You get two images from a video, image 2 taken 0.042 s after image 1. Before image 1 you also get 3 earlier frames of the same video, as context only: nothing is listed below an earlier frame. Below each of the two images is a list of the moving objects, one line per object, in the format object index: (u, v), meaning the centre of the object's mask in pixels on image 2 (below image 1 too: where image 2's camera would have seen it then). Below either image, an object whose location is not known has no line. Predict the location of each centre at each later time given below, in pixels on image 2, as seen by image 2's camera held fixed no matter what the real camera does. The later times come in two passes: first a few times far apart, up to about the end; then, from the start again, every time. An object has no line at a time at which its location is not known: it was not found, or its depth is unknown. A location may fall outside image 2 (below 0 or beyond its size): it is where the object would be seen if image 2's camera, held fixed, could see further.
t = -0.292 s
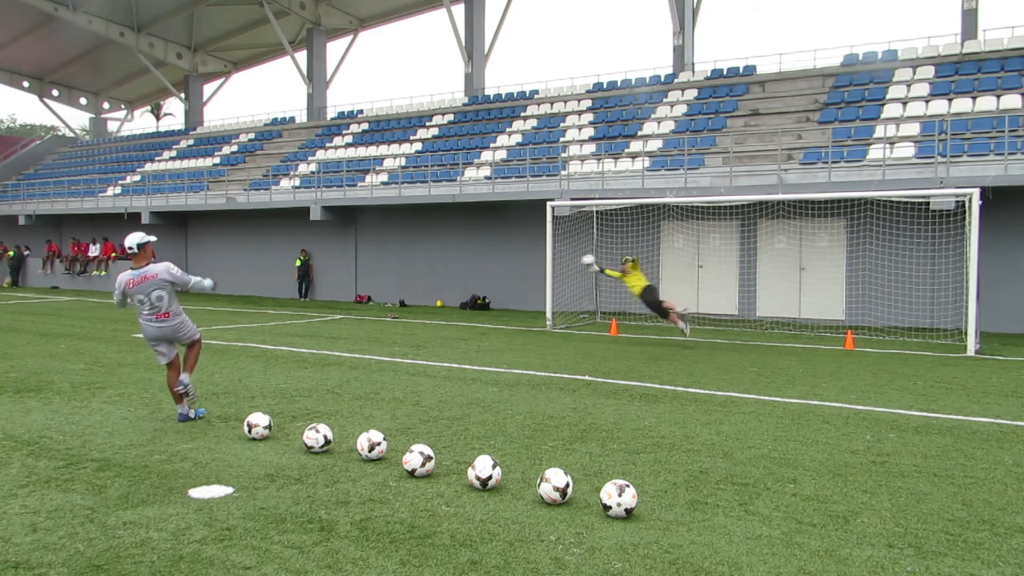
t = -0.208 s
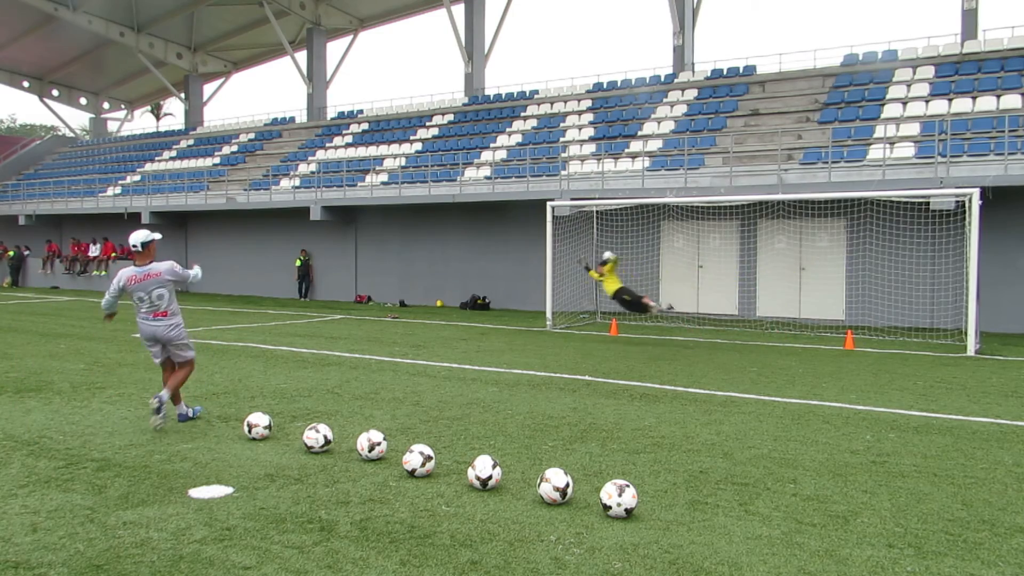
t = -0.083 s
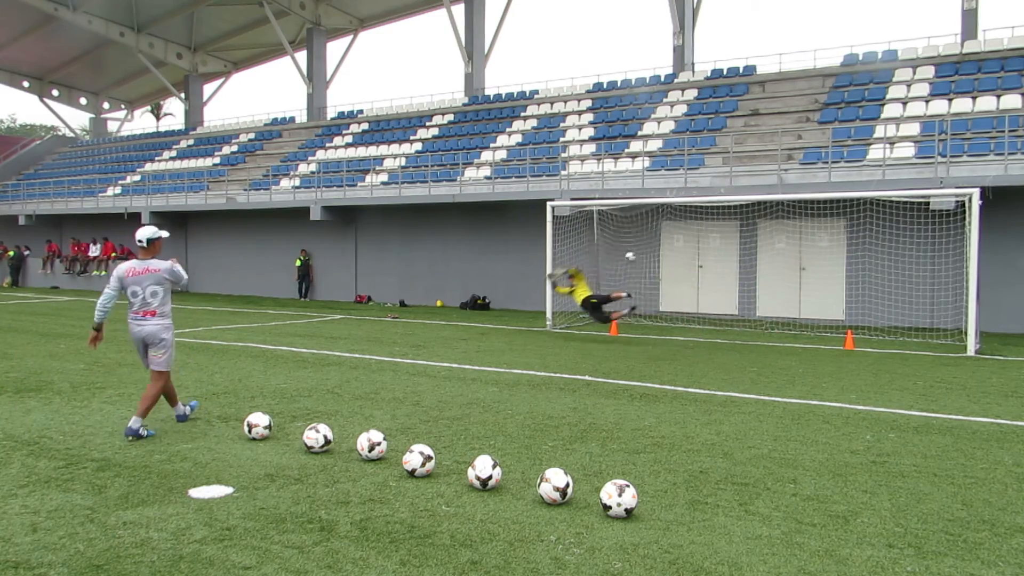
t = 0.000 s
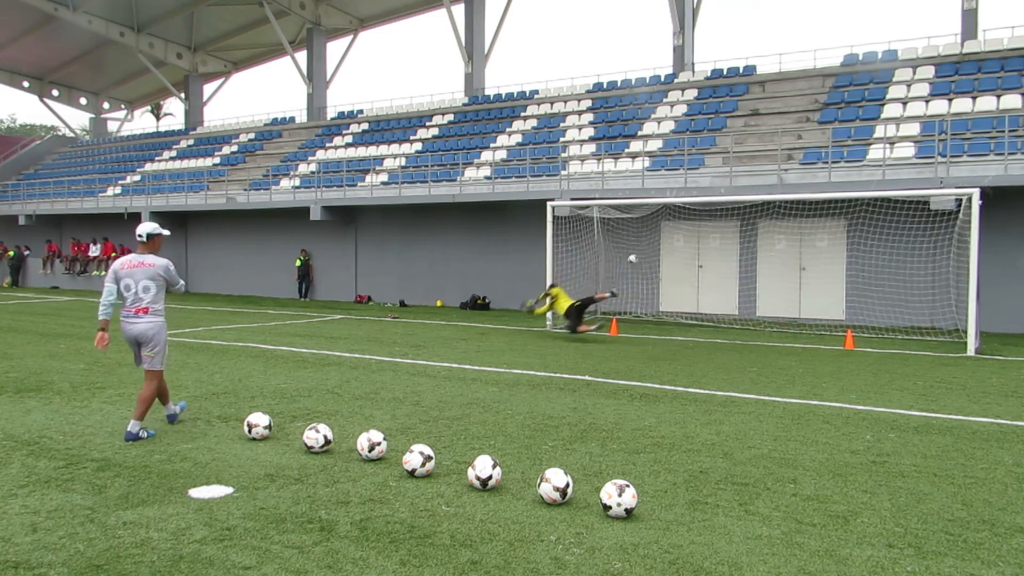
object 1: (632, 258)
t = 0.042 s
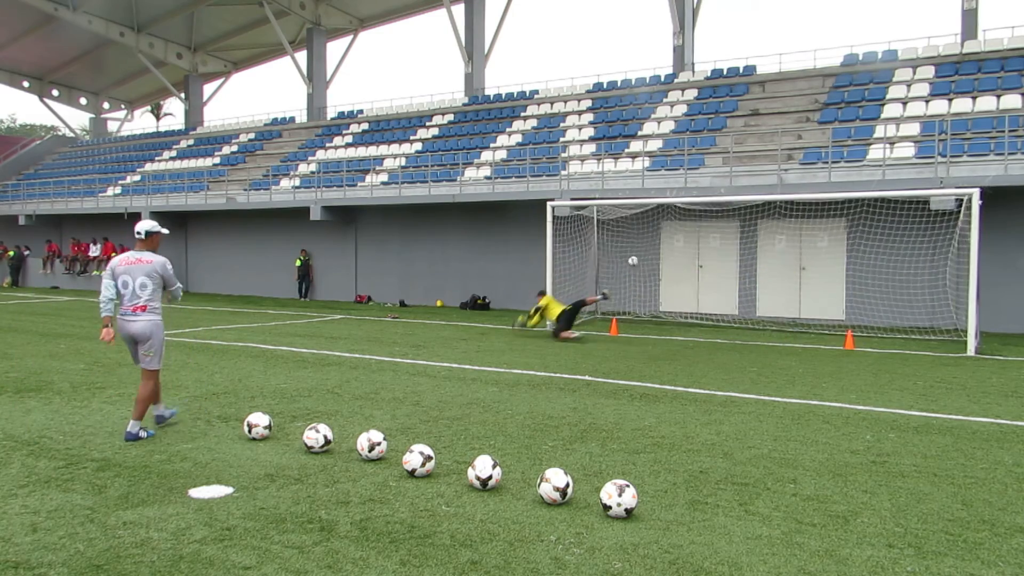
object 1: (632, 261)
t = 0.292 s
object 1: (638, 290)
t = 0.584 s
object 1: (644, 305)
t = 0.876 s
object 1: (650, 292)
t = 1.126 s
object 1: (656, 316)
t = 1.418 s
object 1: (665, 320)
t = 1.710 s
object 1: (677, 335)
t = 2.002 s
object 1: (690, 336)
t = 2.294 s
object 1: (703, 348)
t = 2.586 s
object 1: (720, 359)
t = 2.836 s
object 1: (735, 364)
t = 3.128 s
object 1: (756, 370)
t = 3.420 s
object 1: (778, 377)
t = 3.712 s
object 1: (802, 384)
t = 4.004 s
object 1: (830, 391)
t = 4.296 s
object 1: (859, 398)
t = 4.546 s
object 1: (885, 404)
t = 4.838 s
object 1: (916, 411)
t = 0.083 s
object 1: (633, 263)
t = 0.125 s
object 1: (634, 267)
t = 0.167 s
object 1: (635, 271)
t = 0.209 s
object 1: (636, 277)
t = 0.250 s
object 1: (637, 283)
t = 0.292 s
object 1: (638, 290)
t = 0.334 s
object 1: (639, 299)
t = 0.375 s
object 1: (640, 307)
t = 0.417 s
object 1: (641, 317)
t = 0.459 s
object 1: (642, 323)
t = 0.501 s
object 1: (643, 317)
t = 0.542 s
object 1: (643, 310)
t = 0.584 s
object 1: (644, 305)
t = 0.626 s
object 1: (646, 300)
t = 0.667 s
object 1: (647, 297)
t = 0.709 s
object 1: (647, 294)
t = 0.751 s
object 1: (648, 292)
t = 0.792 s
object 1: (649, 291)
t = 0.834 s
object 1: (650, 291)
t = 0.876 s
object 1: (650, 292)
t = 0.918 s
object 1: (651, 293)
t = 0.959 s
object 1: (652, 296)
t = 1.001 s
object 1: (653, 299)
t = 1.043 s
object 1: (654, 303)
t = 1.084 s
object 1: (654, 309)
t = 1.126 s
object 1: (656, 316)
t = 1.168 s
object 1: (657, 323)
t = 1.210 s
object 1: (657, 332)
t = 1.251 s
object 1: (658, 332)
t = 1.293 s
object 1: (660, 328)
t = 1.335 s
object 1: (661, 325)
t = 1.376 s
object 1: (663, 322)
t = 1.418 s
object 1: (665, 320)
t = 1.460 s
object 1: (667, 319)
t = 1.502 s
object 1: (668, 319)
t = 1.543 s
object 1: (670, 320)
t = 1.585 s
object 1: (672, 322)
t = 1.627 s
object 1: (674, 326)
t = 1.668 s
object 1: (675, 330)
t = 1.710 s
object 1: (677, 335)
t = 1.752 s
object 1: (679, 342)
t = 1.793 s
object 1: (681, 342)
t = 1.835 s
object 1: (683, 339)
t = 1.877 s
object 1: (684, 336)
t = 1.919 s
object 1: (687, 335)
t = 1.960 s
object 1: (688, 335)
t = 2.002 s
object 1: (690, 336)
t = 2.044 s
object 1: (692, 339)
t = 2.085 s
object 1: (693, 342)
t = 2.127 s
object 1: (695, 348)
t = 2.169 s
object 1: (697, 350)
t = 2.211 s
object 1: (699, 349)
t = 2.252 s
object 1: (701, 348)
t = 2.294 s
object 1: (703, 348)
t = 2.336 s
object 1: (706, 350)
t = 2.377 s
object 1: (708, 354)
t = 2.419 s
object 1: (710, 355)
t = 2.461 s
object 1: (712, 354)
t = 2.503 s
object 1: (715, 355)
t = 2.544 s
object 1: (717, 356)
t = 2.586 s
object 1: (720, 359)
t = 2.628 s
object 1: (722, 358)
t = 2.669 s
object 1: (724, 359)
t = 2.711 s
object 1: (727, 361)
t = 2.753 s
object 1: (730, 361)
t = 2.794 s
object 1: (733, 363)
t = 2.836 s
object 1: (735, 364)
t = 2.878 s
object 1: (738, 365)
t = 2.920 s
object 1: (741, 366)
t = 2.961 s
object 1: (744, 367)
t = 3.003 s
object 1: (747, 368)
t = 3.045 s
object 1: (750, 369)
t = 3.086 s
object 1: (753, 369)
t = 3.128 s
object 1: (756, 370)
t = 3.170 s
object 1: (758, 371)
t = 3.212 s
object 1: (761, 372)
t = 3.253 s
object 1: (764, 373)
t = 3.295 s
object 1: (768, 374)
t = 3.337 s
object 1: (771, 374)
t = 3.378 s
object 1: (774, 376)
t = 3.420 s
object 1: (778, 377)
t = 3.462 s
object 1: (781, 378)
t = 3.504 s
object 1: (785, 379)
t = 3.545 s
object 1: (788, 380)
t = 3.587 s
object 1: (792, 381)
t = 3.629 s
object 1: (795, 382)
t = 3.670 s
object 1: (799, 383)
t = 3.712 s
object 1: (802, 384)
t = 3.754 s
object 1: (807, 385)
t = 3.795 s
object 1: (810, 386)
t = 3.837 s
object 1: (814, 387)
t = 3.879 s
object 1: (818, 388)
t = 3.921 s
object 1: (822, 389)
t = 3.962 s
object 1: (826, 390)
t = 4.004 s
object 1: (830, 391)
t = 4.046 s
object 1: (834, 392)
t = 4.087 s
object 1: (838, 392)
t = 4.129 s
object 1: (842, 394)
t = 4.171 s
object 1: (846, 395)
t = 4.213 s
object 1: (850, 396)
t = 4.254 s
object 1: (854, 397)
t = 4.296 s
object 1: (859, 398)
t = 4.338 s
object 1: (863, 399)
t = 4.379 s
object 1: (868, 400)
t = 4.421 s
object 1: (872, 400)
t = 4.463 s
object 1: (876, 402)
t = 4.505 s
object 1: (881, 403)
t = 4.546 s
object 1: (885, 404)
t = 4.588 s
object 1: (890, 405)
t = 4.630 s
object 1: (894, 406)
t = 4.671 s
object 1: (899, 407)
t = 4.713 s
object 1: (903, 408)
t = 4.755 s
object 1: (907, 409)
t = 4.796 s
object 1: (912, 410)
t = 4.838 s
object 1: (916, 411)
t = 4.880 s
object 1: (920, 412)
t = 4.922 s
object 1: (925, 412)
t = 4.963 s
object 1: (929, 414)
